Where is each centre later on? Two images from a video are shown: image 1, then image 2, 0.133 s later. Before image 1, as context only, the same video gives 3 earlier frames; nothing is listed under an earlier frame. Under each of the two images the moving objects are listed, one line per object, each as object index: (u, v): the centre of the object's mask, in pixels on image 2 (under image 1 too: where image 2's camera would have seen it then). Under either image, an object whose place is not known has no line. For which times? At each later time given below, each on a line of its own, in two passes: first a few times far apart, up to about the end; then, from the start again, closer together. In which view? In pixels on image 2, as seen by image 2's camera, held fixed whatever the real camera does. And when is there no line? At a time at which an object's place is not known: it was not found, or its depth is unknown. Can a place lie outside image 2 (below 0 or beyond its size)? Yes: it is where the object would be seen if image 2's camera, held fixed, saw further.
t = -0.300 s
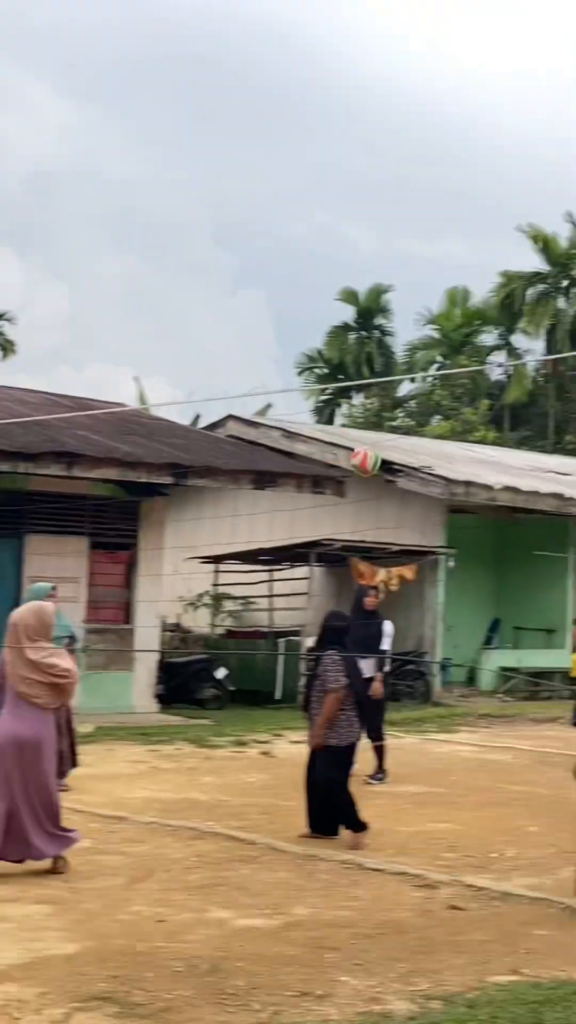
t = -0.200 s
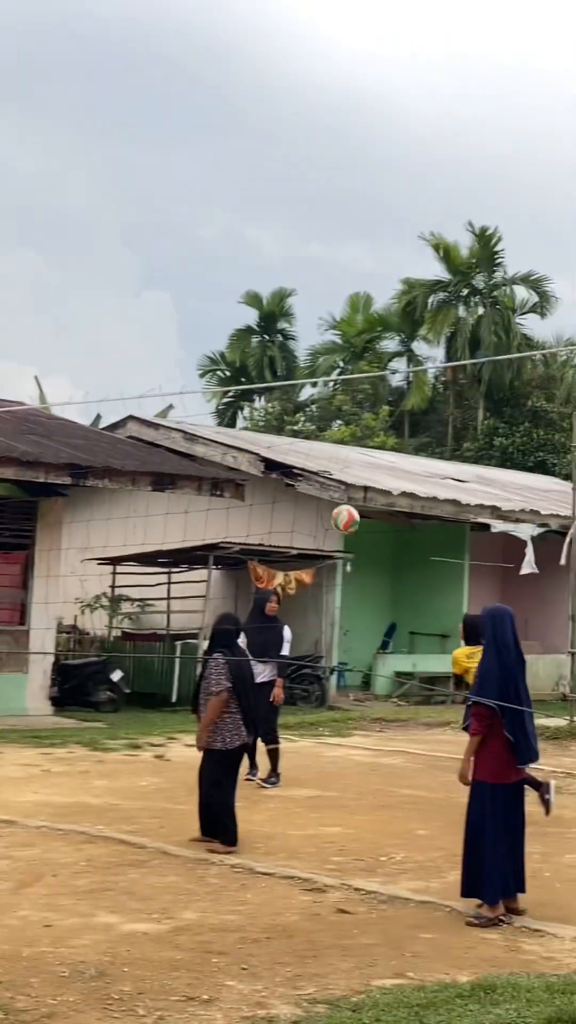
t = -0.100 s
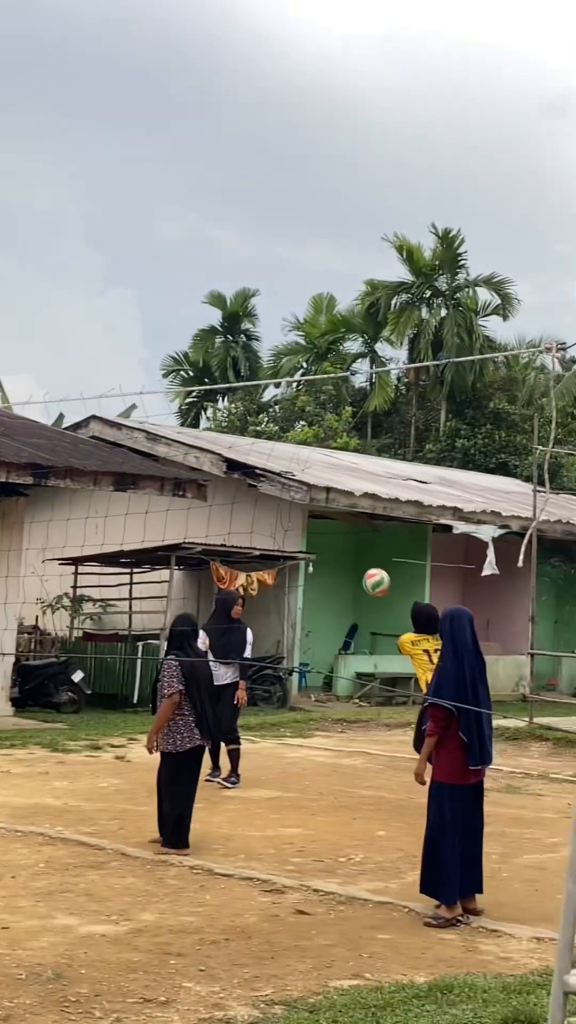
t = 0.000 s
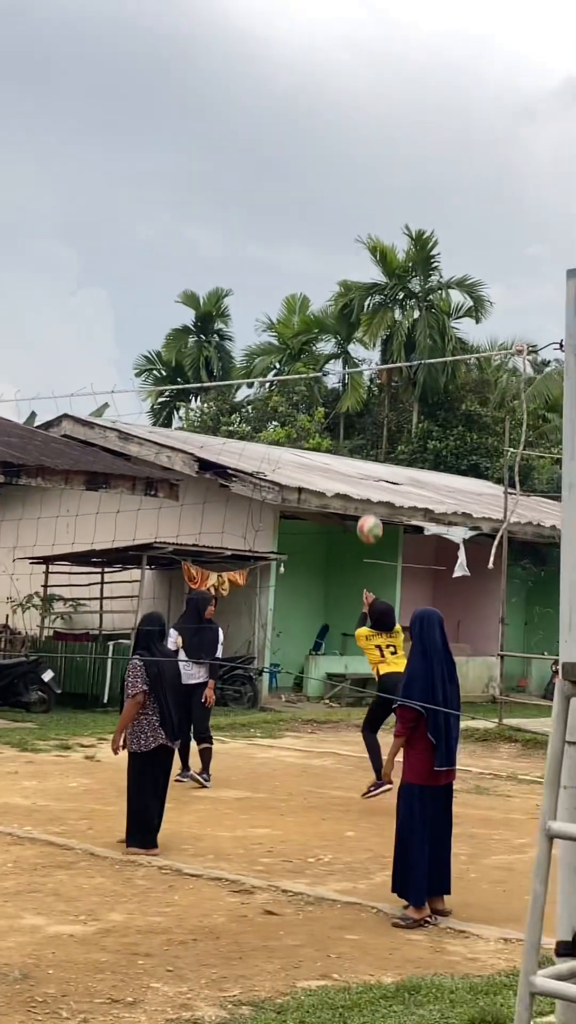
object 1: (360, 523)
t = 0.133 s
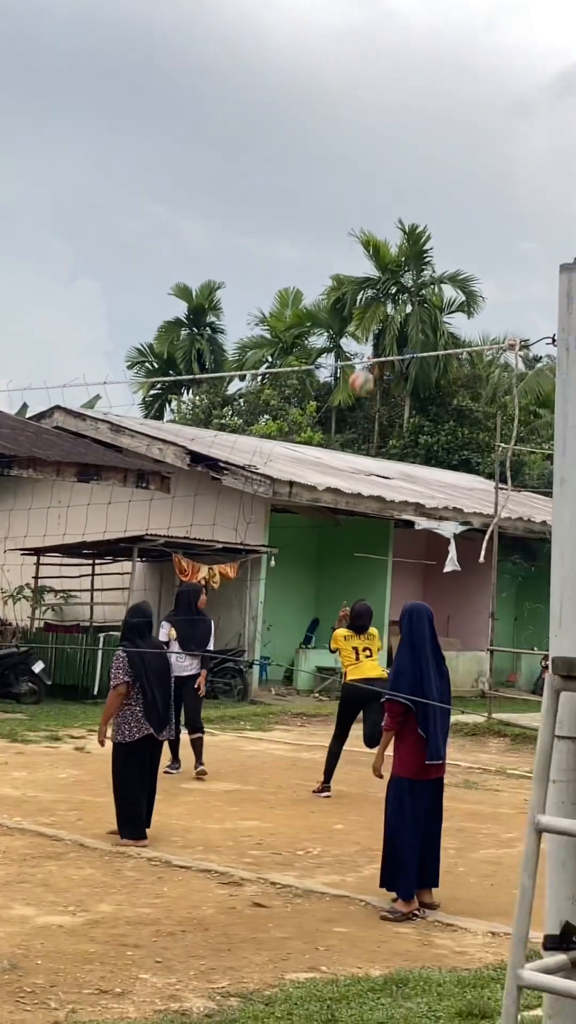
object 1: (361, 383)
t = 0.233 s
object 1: (362, 301)
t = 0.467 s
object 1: (361, 170)
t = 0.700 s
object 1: (360, 111)
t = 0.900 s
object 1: (357, 106)
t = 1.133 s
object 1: (352, 149)
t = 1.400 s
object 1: (336, 245)
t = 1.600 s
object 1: (327, 349)
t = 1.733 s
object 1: (320, 430)
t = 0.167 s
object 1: (362, 351)
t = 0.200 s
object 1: (362, 326)
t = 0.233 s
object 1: (362, 301)
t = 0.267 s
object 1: (362, 276)
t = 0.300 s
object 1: (362, 255)
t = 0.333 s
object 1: (362, 235)
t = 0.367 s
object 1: (361, 216)
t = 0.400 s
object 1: (361, 200)
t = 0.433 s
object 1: (361, 185)
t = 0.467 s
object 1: (361, 170)
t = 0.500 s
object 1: (361, 158)
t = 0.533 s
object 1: (361, 147)
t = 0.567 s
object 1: (360, 137)
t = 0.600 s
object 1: (360, 128)
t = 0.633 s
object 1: (360, 121)
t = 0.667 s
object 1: (360, 115)
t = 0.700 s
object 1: (360, 111)
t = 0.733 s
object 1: (359, 107)
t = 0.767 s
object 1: (359, 105)
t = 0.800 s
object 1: (359, 104)
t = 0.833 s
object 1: (358, 104)
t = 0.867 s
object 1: (357, 105)
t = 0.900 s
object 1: (357, 106)
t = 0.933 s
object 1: (356, 110)
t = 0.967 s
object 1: (356, 114)
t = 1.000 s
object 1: (355, 119)
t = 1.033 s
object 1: (354, 125)
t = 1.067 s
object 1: (353, 132)
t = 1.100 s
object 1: (353, 140)
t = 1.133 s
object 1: (352, 149)
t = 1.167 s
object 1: (351, 159)
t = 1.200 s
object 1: (350, 169)
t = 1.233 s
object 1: (349, 180)
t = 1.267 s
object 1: (347, 192)
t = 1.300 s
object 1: (345, 205)
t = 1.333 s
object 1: (344, 219)
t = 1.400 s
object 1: (336, 245)
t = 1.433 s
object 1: (335, 261)
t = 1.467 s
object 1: (333, 278)
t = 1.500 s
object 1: (330, 294)
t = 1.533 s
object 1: (330, 312)
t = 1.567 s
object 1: (329, 330)
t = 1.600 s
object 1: (327, 349)
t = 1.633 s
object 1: (325, 369)
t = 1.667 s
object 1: (323, 389)
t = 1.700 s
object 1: (322, 410)
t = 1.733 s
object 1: (320, 430)
